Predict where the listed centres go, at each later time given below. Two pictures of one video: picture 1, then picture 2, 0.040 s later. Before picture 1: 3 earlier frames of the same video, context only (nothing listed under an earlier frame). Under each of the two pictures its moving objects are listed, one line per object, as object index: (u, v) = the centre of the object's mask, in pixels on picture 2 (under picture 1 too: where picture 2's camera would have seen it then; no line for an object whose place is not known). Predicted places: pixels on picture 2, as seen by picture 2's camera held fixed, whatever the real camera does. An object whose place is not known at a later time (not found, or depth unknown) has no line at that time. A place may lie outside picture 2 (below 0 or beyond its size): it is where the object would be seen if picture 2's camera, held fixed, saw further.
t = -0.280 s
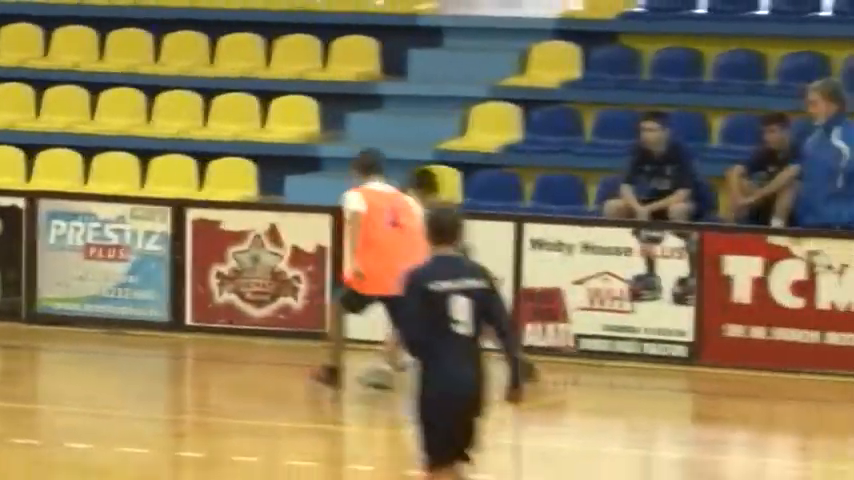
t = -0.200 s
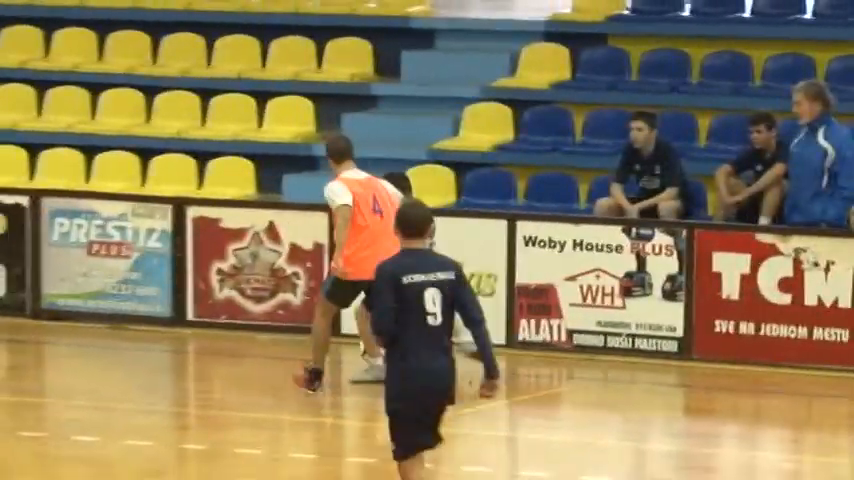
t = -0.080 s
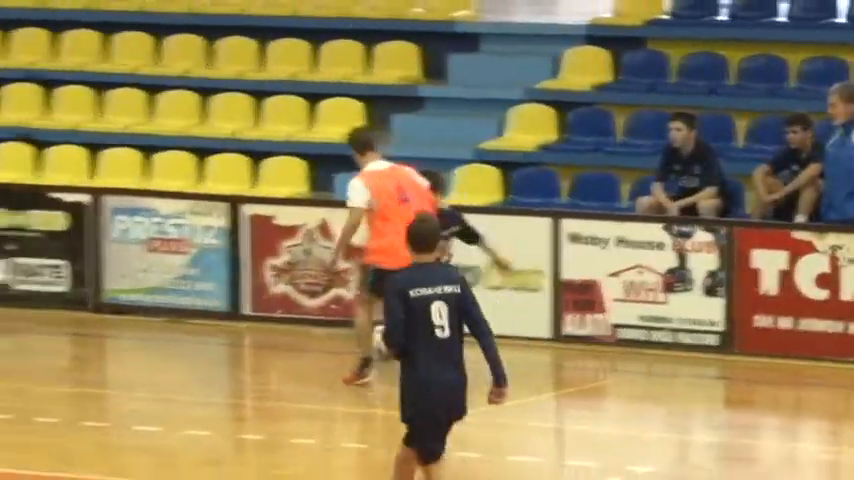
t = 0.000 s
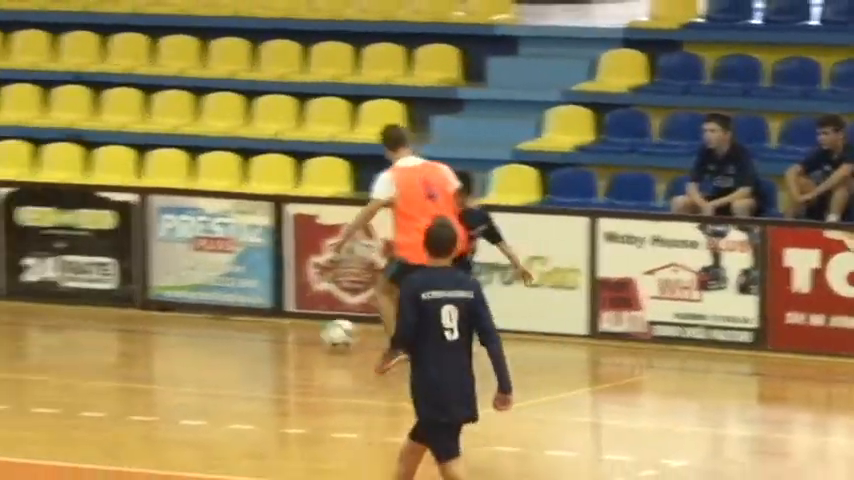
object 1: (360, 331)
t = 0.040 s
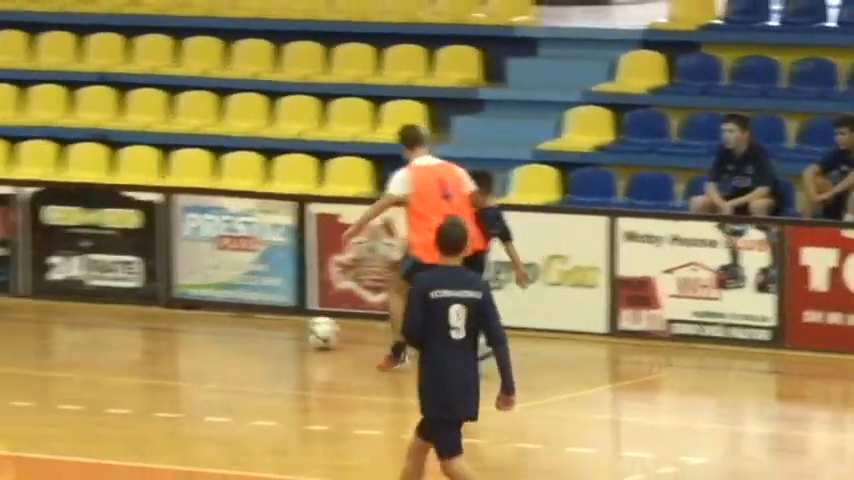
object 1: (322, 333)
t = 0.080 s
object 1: (285, 331)
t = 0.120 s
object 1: (247, 330)
